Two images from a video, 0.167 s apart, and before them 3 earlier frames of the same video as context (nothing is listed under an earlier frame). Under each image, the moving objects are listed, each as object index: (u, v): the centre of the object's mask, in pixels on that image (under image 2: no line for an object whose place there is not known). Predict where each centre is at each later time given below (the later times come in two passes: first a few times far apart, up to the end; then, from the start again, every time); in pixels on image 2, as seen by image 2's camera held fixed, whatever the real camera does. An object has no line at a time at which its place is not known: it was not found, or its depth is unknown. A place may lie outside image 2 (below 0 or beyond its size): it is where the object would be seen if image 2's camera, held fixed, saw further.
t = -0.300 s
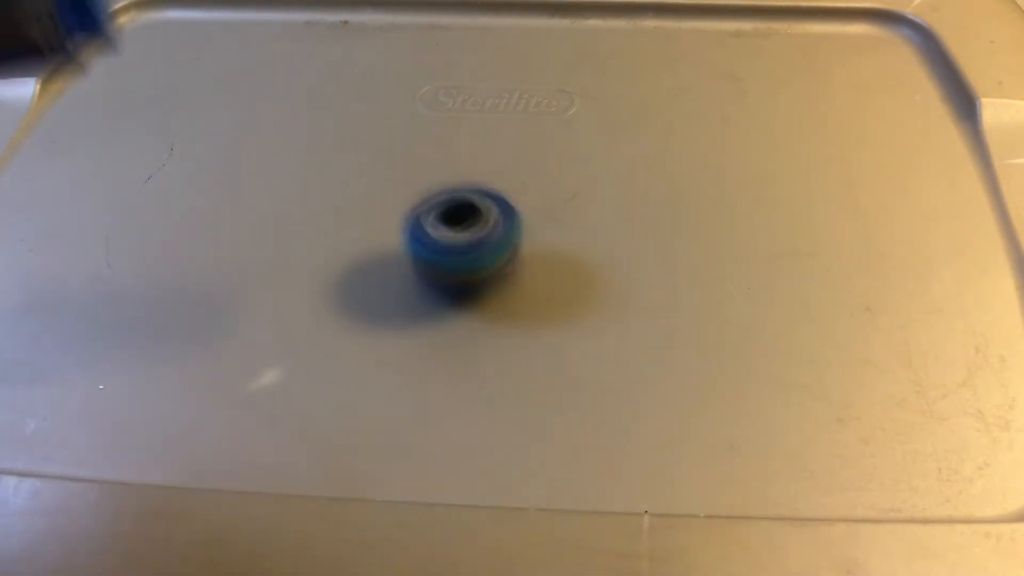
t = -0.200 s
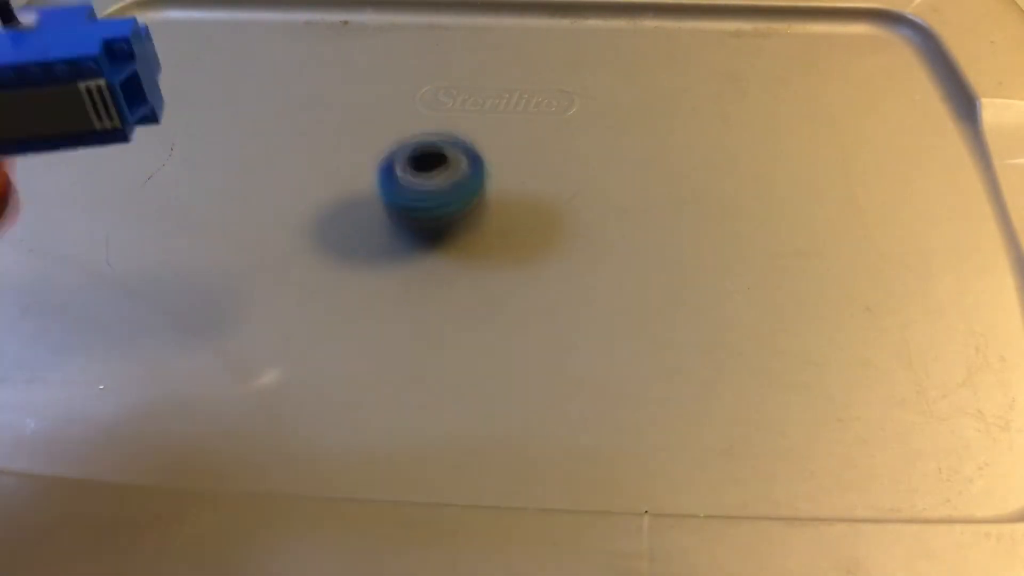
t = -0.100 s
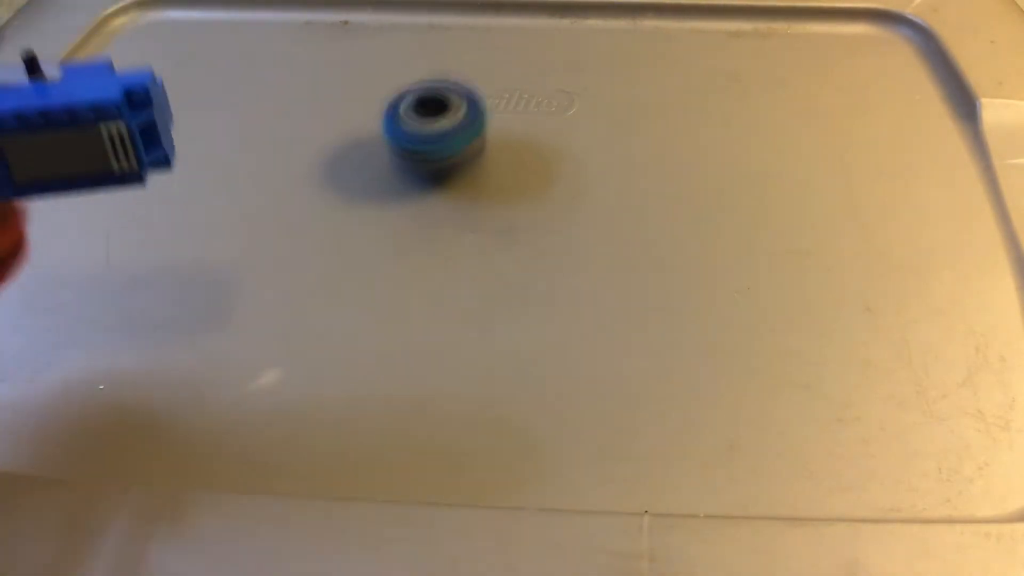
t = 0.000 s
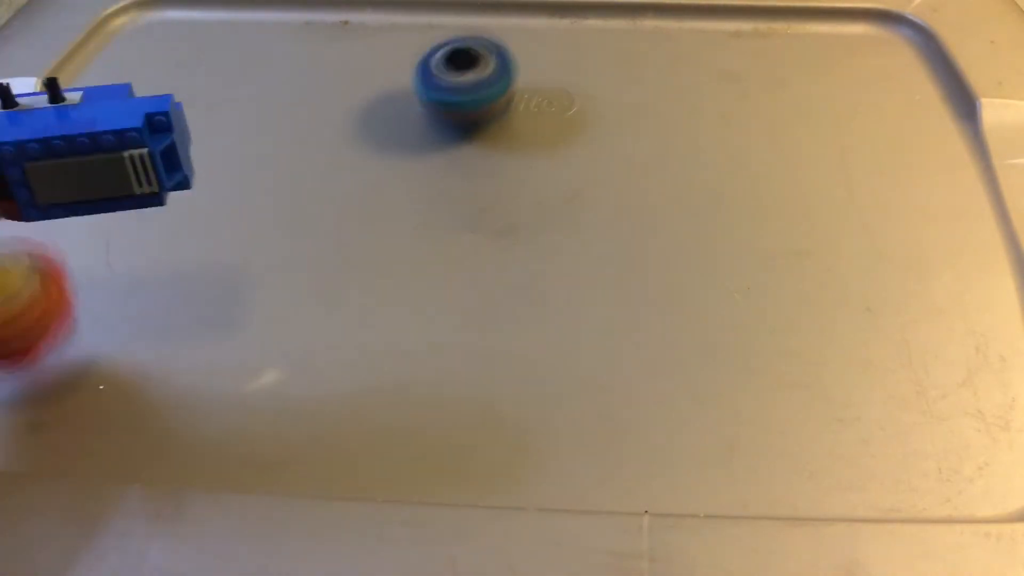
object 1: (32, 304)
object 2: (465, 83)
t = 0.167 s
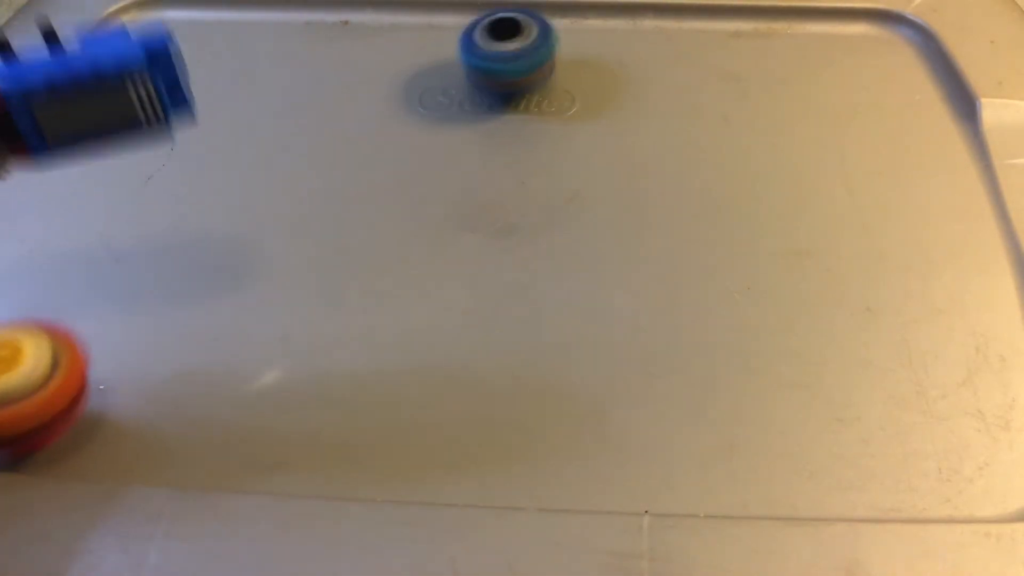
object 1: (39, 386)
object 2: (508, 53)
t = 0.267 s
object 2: (527, 45)
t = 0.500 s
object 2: (567, 57)
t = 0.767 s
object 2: (568, 147)
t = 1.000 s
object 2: (423, 237)
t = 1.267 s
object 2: (220, 255)
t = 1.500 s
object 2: (122, 233)
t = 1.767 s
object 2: (117, 191)
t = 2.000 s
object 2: (178, 159)
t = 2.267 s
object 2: (316, 143)
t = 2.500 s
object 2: (473, 164)
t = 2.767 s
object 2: (616, 233)
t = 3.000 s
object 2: (421, 196)
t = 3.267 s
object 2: (254, 156)
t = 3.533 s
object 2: (122, 165)
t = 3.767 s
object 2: (41, 227)
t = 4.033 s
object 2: (31, 325)
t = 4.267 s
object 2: (69, 393)
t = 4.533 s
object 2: (217, 397)
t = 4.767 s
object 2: (326, 335)
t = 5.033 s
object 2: (359, 240)
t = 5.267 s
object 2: (410, 179)
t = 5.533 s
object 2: (464, 144)
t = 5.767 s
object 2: (480, 105)
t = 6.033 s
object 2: (477, 98)
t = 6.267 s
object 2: (485, 130)
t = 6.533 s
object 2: (543, 152)
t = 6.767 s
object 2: (578, 148)
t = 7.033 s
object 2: (555, 144)
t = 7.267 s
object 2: (529, 175)
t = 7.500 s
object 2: (508, 202)
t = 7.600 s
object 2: (507, 214)
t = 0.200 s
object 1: (36, 395)
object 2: (515, 53)
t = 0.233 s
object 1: (36, 383)
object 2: (521, 50)
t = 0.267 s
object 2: (527, 45)
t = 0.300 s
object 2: (535, 45)
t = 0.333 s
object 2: (543, 45)
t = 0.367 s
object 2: (550, 46)
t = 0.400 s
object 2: (556, 48)
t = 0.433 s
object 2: (561, 51)
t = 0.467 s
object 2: (563, 53)
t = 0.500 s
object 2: (567, 57)
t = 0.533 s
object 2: (570, 63)
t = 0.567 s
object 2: (575, 70)
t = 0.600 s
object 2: (578, 77)
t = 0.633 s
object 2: (581, 88)
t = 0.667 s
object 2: (581, 101)
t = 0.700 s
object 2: (580, 115)
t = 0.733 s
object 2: (576, 131)
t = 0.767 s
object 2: (568, 147)
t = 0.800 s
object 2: (556, 164)
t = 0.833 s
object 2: (541, 179)
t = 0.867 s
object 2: (523, 193)
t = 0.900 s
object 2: (501, 207)
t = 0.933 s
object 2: (476, 219)
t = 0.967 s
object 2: (451, 228)
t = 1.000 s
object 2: (423, 237)
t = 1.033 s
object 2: (394, 243)
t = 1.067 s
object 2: (367, 248)
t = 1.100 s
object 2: (339, 253)
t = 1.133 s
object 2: (312, 255)
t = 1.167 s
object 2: (287, 258)
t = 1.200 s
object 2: (263, 257)
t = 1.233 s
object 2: (241, 255)
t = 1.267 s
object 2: (220, 255)
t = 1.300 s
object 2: (200, 253)
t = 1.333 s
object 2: (182, 251)
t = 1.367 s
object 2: (166, 248)
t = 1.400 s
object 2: (151, 244)
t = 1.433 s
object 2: (139, 241)
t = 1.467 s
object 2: (130, 236)
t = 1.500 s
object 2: (122, 233)
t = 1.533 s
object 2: (116, 227)
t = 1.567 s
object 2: (112, 222)
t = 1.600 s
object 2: (109, 217)
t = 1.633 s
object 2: (108, 211)
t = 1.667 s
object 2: (108, 206)
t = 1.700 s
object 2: (109, 201)
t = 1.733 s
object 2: (113, 196)
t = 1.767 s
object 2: (117, 191)
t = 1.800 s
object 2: (122, 186)
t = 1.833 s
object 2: (129, 180)
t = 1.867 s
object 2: (137, 176)
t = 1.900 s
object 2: (145, 171)
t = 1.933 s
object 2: (155, 167)
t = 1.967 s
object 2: (166, 163)
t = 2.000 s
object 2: (178, 159)
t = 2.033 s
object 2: (191, 156)
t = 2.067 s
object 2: (206, 152)
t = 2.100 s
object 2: (221, 150)
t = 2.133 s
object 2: (238, 147)
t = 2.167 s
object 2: (255, 146)
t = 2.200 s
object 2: (275, 144)
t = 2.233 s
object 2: (294, 143)
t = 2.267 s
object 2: (316, 143)
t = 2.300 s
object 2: (338, 143)
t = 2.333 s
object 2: (360, 145)
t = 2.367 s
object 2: (383, 149)
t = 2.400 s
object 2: (406, 152)
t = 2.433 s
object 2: (429, 153)
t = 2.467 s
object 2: (452, 157)
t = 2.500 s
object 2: (473, 164)
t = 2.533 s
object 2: (495, 171)
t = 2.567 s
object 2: (515, 177)
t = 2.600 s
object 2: (534, 185)
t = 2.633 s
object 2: (552, 194)
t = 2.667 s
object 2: (571, 203)
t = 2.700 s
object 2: (587, 212)
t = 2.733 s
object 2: (602, 221)
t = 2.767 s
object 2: (616, 233)
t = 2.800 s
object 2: (627, 243)
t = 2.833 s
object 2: (634, 251)
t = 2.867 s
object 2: (597, 242)
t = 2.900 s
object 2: (546, 231)
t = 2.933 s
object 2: (500, 219)
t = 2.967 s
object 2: (457, 206)
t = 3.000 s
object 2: (421, 196)
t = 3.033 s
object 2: (391, 188)
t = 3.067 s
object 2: (361, 181)
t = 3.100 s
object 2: (339, 176)
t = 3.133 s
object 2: (320, 171)
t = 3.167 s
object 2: (301, 165)
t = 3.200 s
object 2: (283, 161)
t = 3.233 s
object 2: (270, 158)
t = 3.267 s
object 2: (254, 156)
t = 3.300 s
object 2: (239, 153)
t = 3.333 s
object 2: (224, 151)
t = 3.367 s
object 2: (207, 150)
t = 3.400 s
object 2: (189, 152)
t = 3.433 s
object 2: (172, 153)
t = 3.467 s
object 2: (155, 156)
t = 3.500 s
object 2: (138, 160)
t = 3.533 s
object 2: (122, 165)
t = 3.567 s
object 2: (105, 171)
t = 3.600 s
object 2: (90, 178)
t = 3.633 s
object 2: (75, 186)
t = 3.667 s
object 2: (61, 195)
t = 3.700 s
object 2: (52, 204)
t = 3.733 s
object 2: (46, 215)
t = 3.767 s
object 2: (41, 227)
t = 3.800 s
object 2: (36, 239)
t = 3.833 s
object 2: (33, 252)
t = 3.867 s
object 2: (31, 263)
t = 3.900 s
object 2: (29, 275)
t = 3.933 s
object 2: (29, 287)
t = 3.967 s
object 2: (29, 299)
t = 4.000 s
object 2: (29, 312)
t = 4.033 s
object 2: (31, 325)
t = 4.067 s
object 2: (33, 337)
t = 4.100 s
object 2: (37, 349)
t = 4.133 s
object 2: (41, 360)
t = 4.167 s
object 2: (45, 369)
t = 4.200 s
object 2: (52, 376)
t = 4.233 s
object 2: (59, 384)
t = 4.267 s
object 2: (69, 393)
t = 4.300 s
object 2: (81, 399)
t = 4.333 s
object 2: (98, 404)
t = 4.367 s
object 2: (117, 406)
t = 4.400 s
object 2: (136, 408)
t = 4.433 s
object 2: (156, 406)
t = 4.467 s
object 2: (177, 404)
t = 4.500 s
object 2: (198, 402)
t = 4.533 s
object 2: (217, 397)
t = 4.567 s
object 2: (238, 392)
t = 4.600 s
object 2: (256, 386)
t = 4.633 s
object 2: (275, 376)
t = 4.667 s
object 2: (291, 366)
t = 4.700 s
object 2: (305, 356)
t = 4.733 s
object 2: (316, 346)
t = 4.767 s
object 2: (326, 335)
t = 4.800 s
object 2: (334, 324)
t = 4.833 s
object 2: (339, 314)
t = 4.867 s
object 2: (343, 301)
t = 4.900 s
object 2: (346, 290)
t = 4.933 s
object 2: (346, 276)
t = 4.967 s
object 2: (349, 265)
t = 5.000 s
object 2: (353, 253)
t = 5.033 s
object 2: (359, 240)
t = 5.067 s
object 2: (366, 229)
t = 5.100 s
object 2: (373, 220)
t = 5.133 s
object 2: (381, 206)
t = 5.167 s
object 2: (391, 202)
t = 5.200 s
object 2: (400, 195)
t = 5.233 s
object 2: (407, 188)
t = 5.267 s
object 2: (410, 179)
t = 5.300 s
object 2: (416, 174)
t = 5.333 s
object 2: (422, 166)
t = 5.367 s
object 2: (428, 166)
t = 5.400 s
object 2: (434, 159)
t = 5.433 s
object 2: (442, 156)
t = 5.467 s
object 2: (450, 152)
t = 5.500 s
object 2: (457, 148)
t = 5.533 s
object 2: (464, 144)
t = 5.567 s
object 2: (469, 139)
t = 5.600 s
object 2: (472, 134)
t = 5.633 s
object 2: (475, 130)
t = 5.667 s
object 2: (479, 124)
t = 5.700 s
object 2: (480, 118)
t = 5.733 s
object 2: (480, 112)
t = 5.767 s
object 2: (480, 105)
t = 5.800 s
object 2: (480, 100)
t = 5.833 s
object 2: (481, 97)
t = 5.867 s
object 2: (480, 96)
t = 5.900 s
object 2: (479, 94)
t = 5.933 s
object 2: (480, 93)
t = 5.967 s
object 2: (480, 93)
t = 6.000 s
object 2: (479, 96)
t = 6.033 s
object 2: (477, 98)
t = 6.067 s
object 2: (478, 101)
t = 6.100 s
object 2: (479, 104)
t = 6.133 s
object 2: (477, 110)
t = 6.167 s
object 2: (477, 117)
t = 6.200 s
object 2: (480, 121)
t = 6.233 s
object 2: (483, 126)
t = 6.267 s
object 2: (485, 130)
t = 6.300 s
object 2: (489, 134)
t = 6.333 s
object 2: (495, 138)
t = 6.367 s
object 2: (503, 140)
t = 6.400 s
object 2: (510, 143)
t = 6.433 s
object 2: (517, 147)
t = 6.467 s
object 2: (528, 149)
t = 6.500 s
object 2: (536, 150)
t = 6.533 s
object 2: (543, 152)
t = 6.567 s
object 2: (552, 153)
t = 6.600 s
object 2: (559, 152)
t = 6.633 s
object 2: (564, 151)
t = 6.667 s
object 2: (568, 153)
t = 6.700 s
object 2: (572, 150)
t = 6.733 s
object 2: (574, 150)
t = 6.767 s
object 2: (578, 148)
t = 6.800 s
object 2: (580, 143)
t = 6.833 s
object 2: (580, 142)
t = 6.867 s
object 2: (576, 140)
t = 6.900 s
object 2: (575, 139)
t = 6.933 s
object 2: (574, 140)
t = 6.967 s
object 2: (569, 140)
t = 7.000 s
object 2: (563, 139)
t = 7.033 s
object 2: (555, 144)
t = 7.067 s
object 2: (550, 148)
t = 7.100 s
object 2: (548, 152)
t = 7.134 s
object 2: (546, 155)
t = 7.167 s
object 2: (540, 159)
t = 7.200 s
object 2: (534, 163)
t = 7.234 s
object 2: (532, 171)
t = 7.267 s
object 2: (529, 175)
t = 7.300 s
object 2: (522, 182)
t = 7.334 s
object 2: (516, 189)
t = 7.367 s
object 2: (513, 191)
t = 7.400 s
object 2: (508, 195)
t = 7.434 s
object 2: (506, 197)
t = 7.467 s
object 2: (504, 202)
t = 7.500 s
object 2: (508, 202)
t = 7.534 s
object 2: (508, 206)
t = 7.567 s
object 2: (507, 210)
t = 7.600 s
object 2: (507, 214)
